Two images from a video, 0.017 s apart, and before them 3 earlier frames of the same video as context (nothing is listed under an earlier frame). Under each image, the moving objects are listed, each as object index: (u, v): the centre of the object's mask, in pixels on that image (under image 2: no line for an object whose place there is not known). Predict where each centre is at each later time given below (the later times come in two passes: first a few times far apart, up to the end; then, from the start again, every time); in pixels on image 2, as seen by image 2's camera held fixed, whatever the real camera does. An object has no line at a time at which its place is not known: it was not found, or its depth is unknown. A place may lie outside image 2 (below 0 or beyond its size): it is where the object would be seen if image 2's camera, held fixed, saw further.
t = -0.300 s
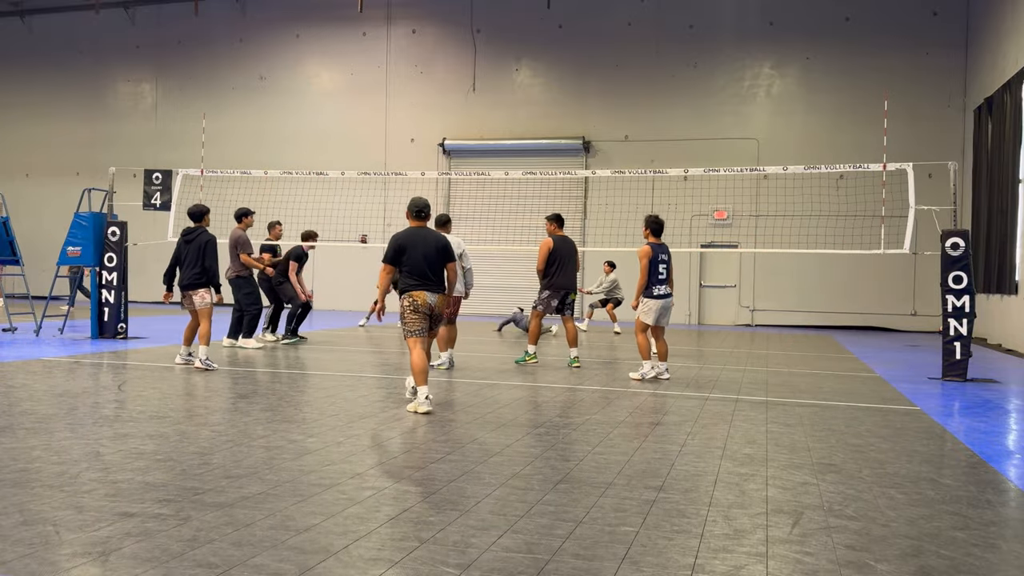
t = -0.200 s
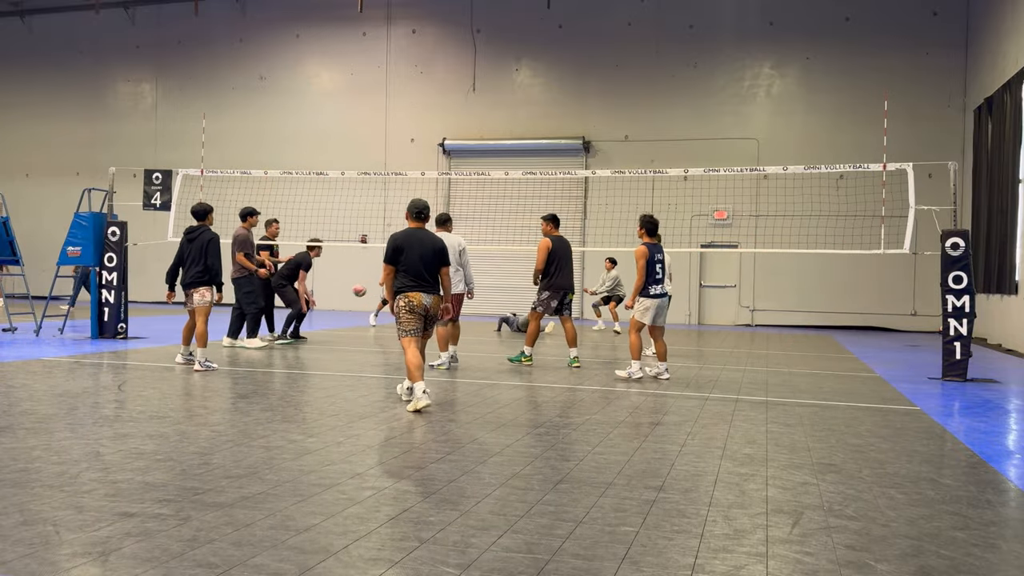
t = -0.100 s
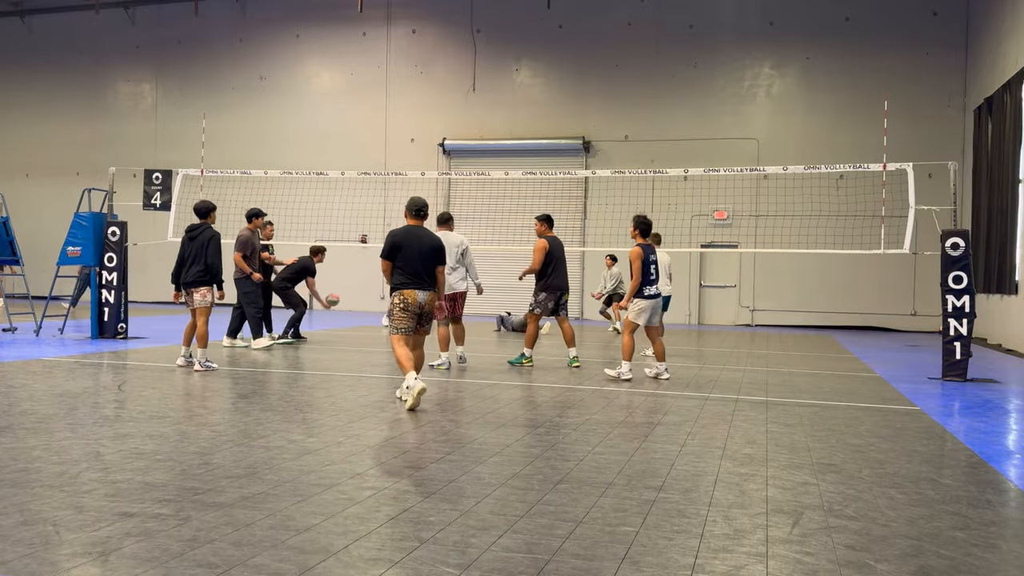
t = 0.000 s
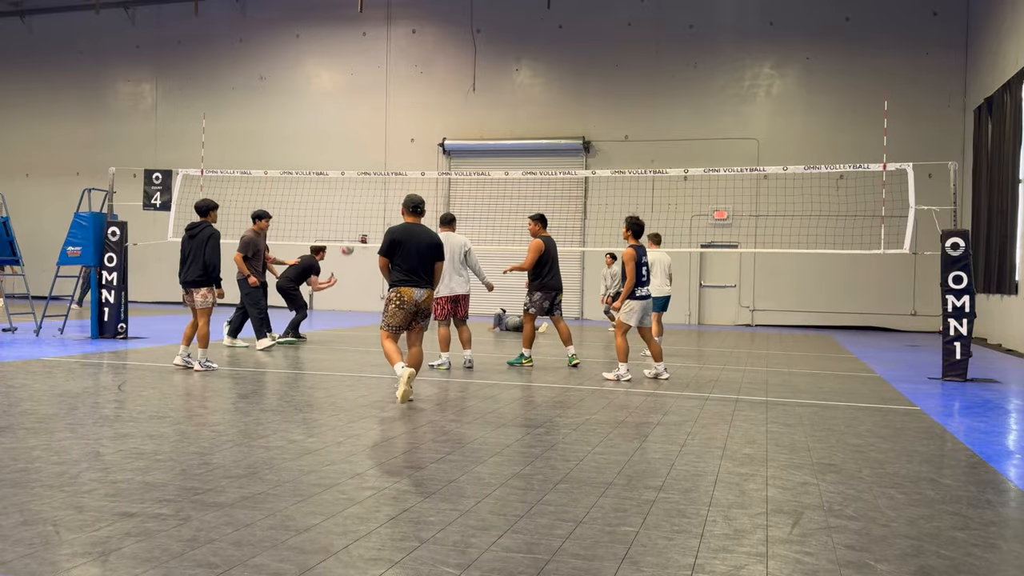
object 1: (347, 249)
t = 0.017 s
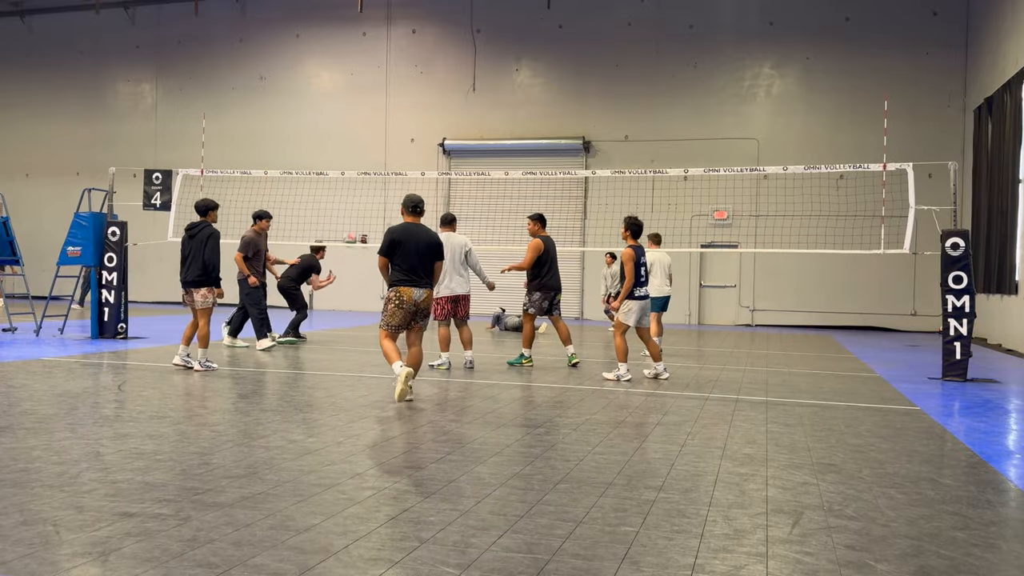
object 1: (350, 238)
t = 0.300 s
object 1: (391, 123)
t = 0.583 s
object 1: (429, 57)
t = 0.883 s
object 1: (468, 48)
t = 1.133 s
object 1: (500, 89)
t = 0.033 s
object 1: (352, 231)
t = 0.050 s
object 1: (355, 224)
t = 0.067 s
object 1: (357, 216)
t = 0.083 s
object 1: (360, 209)
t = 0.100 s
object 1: (362, 200)
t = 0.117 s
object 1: (365, 193)
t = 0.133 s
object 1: (367, 185)
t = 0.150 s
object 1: (370, 181)
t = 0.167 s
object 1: (373, 168)
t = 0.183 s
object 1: (375, 164)
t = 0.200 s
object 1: (377, 159)
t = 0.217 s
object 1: (379, 151)
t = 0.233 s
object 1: (382, 146)
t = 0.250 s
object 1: (384, 140)
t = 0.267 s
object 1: (387, 134)
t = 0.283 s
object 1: (389, 129)
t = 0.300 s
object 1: (391, 123)
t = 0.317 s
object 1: (394, 118)
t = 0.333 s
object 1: (396, 112)
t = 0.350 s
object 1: (398, 108)
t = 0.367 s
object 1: (400, 103)
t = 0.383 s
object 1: (402, 98)
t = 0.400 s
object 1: (404, 94)
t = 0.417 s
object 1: (407, 90)
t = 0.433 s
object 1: (409, 85)
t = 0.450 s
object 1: (411, 82)
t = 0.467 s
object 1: (414, 78)
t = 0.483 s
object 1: (416, 74)
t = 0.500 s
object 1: (418, 71)
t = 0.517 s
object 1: (420, 68)
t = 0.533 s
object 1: (422, 65)
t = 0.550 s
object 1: (425, 62)
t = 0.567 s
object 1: (427, 60)
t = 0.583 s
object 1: (429, 57)
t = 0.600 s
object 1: (431, 55)
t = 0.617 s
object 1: (434, 53)
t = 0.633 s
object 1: (435, 52)
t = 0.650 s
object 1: (438, 50)
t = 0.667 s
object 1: (440, 48)
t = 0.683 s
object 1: (442, 47)
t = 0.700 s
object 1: (444, 46)
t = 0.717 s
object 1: (446, 45)
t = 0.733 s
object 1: (449, 45)
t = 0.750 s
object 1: (451, 44)
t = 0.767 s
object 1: (453, 44)
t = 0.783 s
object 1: (455, 44)
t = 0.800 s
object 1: (457, 43)
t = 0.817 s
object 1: (459, 44)
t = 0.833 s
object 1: (462, 45)
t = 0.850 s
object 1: (464, 45)
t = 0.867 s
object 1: (466, 47)
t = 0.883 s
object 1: (468, 48)
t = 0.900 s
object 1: (470, 49)
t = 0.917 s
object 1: (472, 50)
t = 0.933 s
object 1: (474, 52)
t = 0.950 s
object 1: (477, 54)
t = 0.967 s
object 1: (478, 56)
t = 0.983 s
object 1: (481, 59)
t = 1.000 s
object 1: (483, 61)
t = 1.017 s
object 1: (485, 64)
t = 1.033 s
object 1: (487, 66)
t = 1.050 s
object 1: (489, 70)
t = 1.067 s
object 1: (491, 73)
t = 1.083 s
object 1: (493, 77)
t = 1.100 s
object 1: (496, 80)
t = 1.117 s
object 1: (498, 85)
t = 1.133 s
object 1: (500, 89)
